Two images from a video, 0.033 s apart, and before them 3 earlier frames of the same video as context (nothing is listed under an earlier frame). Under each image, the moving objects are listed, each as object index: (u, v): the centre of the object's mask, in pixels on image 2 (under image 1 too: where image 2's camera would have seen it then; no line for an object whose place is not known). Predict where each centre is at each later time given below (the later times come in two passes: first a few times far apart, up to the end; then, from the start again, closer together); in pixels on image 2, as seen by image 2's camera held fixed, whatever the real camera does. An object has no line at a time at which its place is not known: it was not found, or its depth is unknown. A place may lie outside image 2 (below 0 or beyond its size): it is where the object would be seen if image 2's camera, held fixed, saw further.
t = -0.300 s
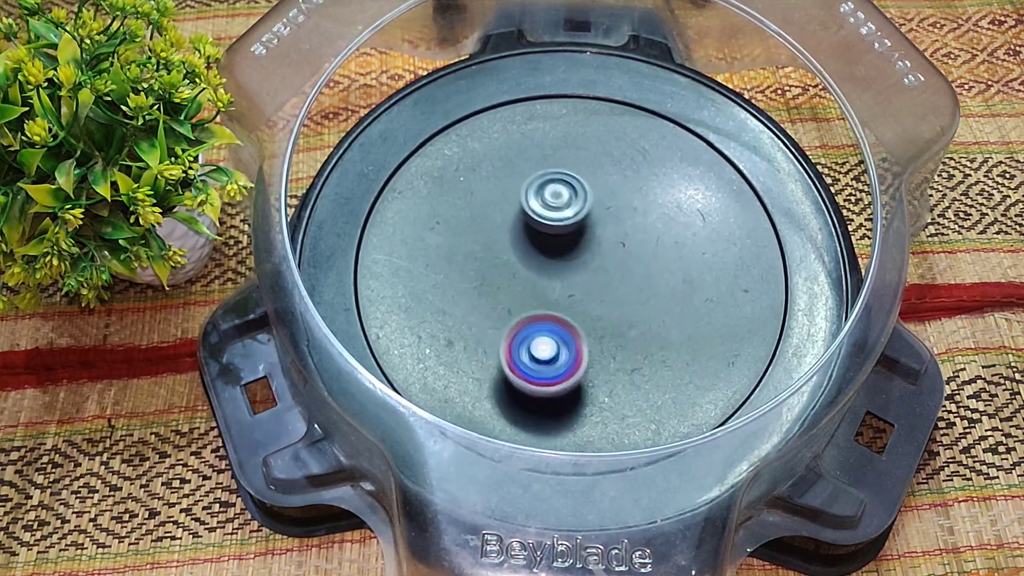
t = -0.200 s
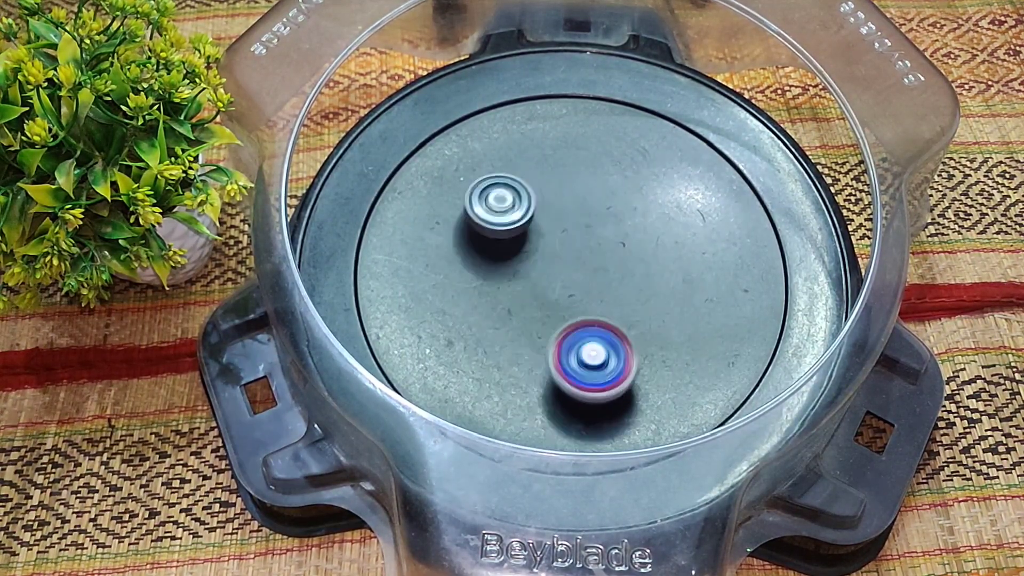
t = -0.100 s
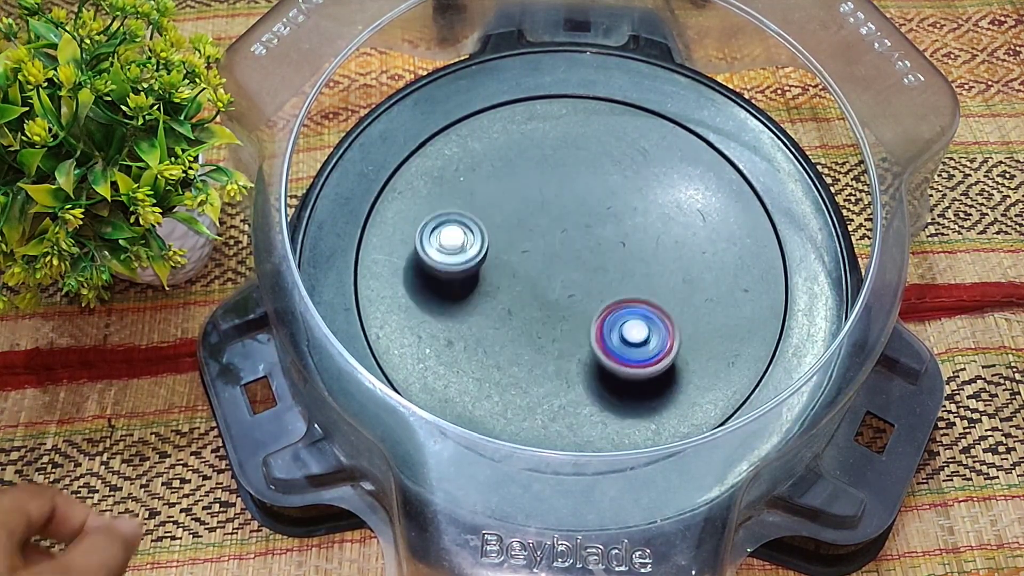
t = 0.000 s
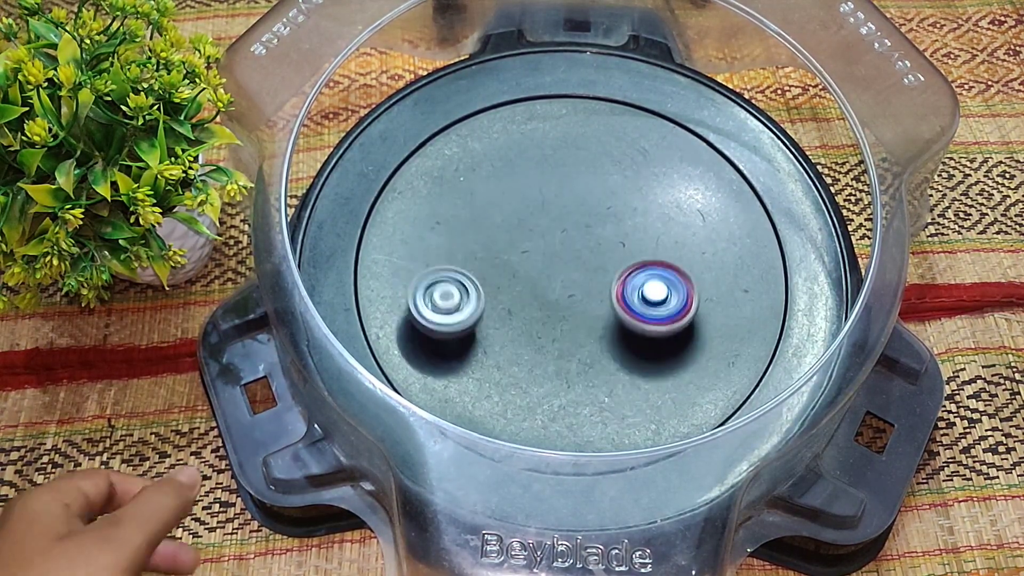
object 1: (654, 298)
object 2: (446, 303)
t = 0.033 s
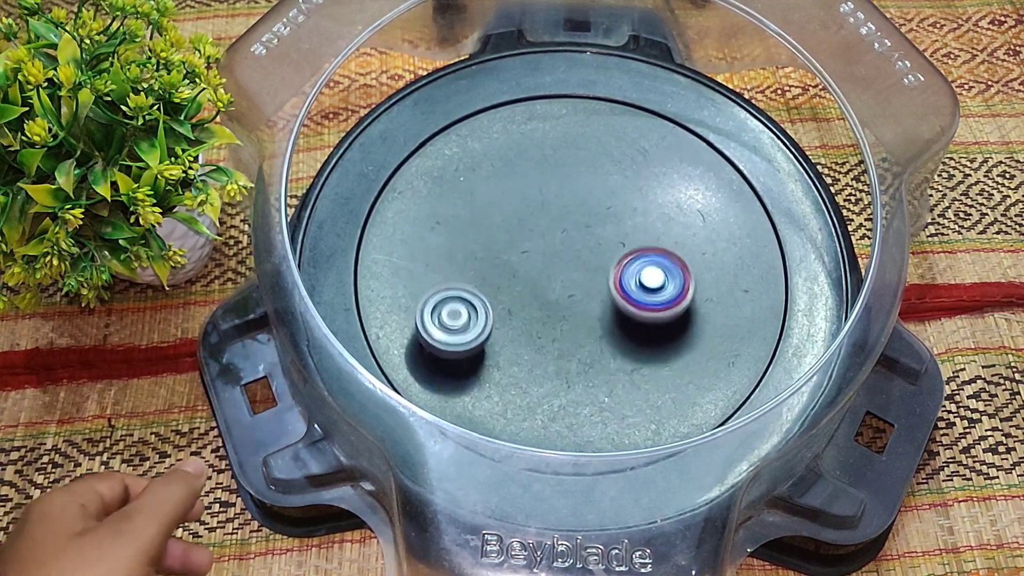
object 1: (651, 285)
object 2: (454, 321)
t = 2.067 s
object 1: (596, 246)
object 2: (563, 353)
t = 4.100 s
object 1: (655, 398)
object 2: (534, 348)
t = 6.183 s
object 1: (721, 249)
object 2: (566, 278)
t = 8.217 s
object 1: (608, 218)
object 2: (535, 357)
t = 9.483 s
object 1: (625, 303)
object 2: (579, 234)
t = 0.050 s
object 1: (648, 278)
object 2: (459, 330)
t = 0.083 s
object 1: (640, 264)
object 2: (474, 344)
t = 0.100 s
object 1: (635, 257)
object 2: (483, 351)
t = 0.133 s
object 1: (621, 244)
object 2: (504, 362)
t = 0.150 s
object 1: (614, 240)
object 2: (516, 365)
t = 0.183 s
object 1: (597, 232)
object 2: (540, 367)
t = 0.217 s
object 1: (581, 227)
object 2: (565, 363)
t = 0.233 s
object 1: (573, 226)
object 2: (577, 359)
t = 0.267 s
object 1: (557, 228)
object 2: (596, 348)
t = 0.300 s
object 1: (541, 232)
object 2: (612, 329)
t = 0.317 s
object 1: (532, 235)
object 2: (618, 320)
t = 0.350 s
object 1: (515, 242)
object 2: (625, 301)
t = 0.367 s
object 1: (508, 246)
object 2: (626, 291)
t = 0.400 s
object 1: (496, 257)
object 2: (627, 270)
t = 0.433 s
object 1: (488, 269)
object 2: (622, 250)
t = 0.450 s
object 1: (485, 276)
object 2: (619, 240)
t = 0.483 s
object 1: (480, 290)
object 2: (608, 224)
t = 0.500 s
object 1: (480, 297)
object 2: (602, 217)
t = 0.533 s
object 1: (482, 312)
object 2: (591, 205)
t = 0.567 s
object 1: (488, 326)
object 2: (577, 197)
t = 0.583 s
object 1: (493, 333)
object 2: (569, 195)
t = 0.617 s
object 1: (504, 345)
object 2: (553, 190)
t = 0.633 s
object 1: (510, 350)
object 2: (546, 189)
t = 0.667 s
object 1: (524, 358)
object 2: (531, 189)
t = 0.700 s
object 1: (539, 362)
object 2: (514, 192)
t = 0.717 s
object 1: (547, 364)
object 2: (505, 194)
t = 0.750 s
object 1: (564, 363)
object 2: (489, 200)
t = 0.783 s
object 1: (580, 360)
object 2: (474, 210)
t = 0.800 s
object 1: (587, 356)
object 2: (467, 215)
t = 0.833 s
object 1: (600, 349)
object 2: (455, 229)
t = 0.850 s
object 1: (605, 344)
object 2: (451, 236)
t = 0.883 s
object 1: (614, 333)
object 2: (446, 254)
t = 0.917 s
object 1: (619, 320)
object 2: (444, 273)
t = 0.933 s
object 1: (621, 313)
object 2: (446, 283)
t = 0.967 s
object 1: (623, 299)
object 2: (454, 302)
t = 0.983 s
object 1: (622, 293)
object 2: (460, 312)
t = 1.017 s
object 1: (618, 279)
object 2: (478, 331)
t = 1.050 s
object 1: (612, 267)
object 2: (500, 344)
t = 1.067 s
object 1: (607, 262)
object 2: (512, 348)
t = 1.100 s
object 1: (598, 251)
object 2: (539, 353)
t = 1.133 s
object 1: (588, 244)
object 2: (564, 352)
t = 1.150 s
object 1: (583, 241)
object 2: (577, 350)
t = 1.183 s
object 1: (571, 237)
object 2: (599, 342)
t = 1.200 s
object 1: (564, 236)
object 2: (610, 336)
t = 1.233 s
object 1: (551, 233)
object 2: (630, 324)
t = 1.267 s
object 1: (537, 233)
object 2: (643, 310)
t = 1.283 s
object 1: (530, 234)
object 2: (649, 301)
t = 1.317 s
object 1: (518, 237)
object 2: (656, 284)
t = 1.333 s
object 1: (513, 240)
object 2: (659, 274)
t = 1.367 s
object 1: (505, 246)
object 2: (661, 255)
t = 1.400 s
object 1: (497, 254)
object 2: (657, 236)
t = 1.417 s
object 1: (493, 259)
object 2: (654, 225)
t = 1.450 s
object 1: (486, 270)
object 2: (643, 205)
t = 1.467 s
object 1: (483, 276)
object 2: (637, 196)
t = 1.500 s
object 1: (482, 287)
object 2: (623, 181)
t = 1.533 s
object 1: (483, 298)
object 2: (606, 169)
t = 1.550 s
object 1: (486, 303)
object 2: (596, 164)
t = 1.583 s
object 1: (492, 311)
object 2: (576, 159)
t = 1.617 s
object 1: (502, 320)
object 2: (556, 157)
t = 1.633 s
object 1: (507, 323)
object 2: (545, 158)
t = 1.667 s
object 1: (519, 330)
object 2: (525, 163)
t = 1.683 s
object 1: (526, 333)
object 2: (514, 168)
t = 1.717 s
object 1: (540, 336)
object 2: (496, 179)
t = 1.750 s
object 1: (553, 335)
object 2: (483, 192)
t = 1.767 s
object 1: (560, 334)
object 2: (477, 200)
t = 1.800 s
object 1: (572, 329)
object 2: (467, 220)
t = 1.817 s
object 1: (577, 326)
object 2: (465, 230)
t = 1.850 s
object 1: (588, 317)
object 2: (464, 251)
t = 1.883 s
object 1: (597, 306)
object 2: (468, 273)
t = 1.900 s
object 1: (600, 300)
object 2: (472, 283)
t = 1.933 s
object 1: (605, 288)
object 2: (483, 303)
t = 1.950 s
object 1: (606, 282)
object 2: (489, 313)
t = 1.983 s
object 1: (606, 271)
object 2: (507, 328)
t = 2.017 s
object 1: (604, 260)
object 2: (528, 341)
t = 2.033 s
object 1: (601, 255)
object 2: (539, 347)
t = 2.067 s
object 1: (596, 246)
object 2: (563, 353)
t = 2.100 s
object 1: (589, 238)
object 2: (585, 355)
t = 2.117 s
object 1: (586, 235)
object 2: (596, 355)
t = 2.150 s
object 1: (577, 230)
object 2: (618, 350)
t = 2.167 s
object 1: (573, 228)
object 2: (628, 347)
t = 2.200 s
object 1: (564, 225)
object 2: (647, 338)
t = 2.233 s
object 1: (555, 223)
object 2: (663, 325)
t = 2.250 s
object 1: (550, 223)
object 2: (670, 318)
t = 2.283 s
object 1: (542, 223)
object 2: (681, 300)
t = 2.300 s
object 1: (537, 224)
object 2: (687, 290)
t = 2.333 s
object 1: (529, 227)
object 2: (693, 271)
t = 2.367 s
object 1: (522, 231)
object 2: (693, 252)
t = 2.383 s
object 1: (519, 234)
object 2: (691, 241)
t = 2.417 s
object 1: (513, 238)
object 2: (681, 223)
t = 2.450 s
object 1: (508, 244)
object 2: (668, 207)
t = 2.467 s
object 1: (507, 247)
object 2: (660, 199)
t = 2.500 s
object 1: (505, 254)
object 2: (641, 186)
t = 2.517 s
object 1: (505, 257)
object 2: (631, 181)
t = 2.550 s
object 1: (506, 266)
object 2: (609, 175)
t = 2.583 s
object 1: (507, 276)
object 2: (585, 175)
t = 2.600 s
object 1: (507, 281)
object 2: (573, 177)
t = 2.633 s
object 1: (511, 290)
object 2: (550, 186)
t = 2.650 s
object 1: (514, 294)
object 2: (540, 191)
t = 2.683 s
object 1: (522, 302)
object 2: (521, 205)
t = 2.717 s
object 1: (532, 308)
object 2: (504, 224)
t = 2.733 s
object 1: (537, 309)
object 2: (498, 234)
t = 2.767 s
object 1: (550, 312)
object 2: (490, 254)
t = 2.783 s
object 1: (557, 313)
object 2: (488, 265)
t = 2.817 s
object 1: (571, 312)
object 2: (487, 287)
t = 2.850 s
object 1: (584, 308)
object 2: (490, 307)
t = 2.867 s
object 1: (590, 306)
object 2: (493, 316)
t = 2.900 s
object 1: (601, 298)
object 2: (501, 331)
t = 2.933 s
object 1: (609, 290)
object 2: (513, 345)
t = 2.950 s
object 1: (612, 286)
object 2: (520, 351)
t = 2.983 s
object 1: (615, 277)
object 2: (538, 362)
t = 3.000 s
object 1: (617, 273)
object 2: (547, 367)
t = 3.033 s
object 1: (617, 263)
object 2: (568, 374)
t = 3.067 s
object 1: (616, 255)
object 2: (589, 377)
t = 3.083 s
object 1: (615, 251)
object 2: (600, 377)
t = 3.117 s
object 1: (612, 244)
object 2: (622, 373)
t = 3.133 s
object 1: (610, 241)
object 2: (632, 370)
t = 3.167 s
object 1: (606, 236)
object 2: (655, 362)
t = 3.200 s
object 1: (601, 232)
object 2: (675, 351)
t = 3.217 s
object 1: (598, 230)
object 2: (683, 343)
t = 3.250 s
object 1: (592, 227)
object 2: (696, 327)
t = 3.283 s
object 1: (586, 226)
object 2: (703, 308)
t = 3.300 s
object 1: (583, 226)
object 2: (703, 297)
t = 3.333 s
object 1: (577, 226)
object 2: (699, 276)
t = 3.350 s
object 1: (574, 226)
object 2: (695, 266)
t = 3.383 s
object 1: (568, 227)
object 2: (682, 248)
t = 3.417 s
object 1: (563, 228)
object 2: (665, 233)
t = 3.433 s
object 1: (560, 229)
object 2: (654, 227)
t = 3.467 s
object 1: (554, 232)
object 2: (631, 216)
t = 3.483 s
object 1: (535, 235)
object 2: (636, 208)
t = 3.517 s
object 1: (498, 245)
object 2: (645, 195)
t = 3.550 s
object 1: (468, 255)
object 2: (647, 185)
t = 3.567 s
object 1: (457, 261)
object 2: (645, 181)
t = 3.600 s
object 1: (437, 273)
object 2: (638, 177)
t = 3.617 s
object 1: (430, 280)
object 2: (632, 176)
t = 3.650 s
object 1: (422, 295)
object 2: (620, 178)
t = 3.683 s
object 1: (421, 312)
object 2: (604, 182)
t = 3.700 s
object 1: (421, 321)
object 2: (594, 184)
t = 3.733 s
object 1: (426, 340)
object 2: (575, 192)
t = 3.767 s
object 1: (436, 359)
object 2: (556, 202)
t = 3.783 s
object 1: (441, 368)
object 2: (548, 208)
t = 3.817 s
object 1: (457, 382)
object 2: (532, 223)
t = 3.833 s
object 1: (466, 388)
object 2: (527, 232)
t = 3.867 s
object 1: (485, 398)
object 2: (518, 249)
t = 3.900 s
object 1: (507, 406)
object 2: (513, 268)
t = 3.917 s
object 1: (517, 409)
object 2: (512, 277)
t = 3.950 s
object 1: (540, 413)
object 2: (512, 294)
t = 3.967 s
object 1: (552, 413)
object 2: (513, 304)
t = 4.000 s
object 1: (575, 412)
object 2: (517, 321)
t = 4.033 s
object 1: (597, 408)
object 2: (526, 336)
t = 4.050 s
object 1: (606, 404)
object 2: (532, 342)
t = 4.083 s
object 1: (623, 392)
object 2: (544, 355)
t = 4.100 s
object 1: (655, 398)
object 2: (534, 348)
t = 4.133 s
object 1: (755, 413)
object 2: (479, 306)
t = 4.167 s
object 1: (807, 383)
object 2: (432, 263)
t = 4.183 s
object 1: (814, 360)
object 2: (411, 244)
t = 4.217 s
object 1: (818, 320)
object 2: (375, 205)
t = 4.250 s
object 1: (820, 286)
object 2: (381, 176)
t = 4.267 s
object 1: (813, 261)
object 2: (384, 165)
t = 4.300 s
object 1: (797, 218)
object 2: (393, 150)
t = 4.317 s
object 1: (788, 198)
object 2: (399, 148)
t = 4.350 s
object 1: (767, 165)
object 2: (413, 143)
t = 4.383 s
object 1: (745, 137)
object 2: (432, 137)
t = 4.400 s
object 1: (734, 125)
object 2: (442, 139)
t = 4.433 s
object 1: (711, 106)
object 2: (463, 146)
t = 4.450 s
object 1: (700, 99)
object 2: (474, 150)
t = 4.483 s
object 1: (678, 86)
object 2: (498, 161)
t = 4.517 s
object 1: (658, 77)
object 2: (520, 174)
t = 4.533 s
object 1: (649, 74)
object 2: (530, 182)
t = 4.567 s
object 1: (629, 67)
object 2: (549, 199)
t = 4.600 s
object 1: (609, 61)
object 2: (566, 216)
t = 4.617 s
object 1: (599, 59)
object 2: (574, 227)
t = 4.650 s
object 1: (580, 55)
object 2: (586, 245)
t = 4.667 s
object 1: (570, 54)
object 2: (592, 256)
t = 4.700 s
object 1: (551, 53)
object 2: (601, 274)
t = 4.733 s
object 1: (533, 52)
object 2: (607, 287)
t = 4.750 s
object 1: (523, 53)
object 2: (609, 294)
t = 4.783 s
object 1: (506, 56)
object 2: (610, 304)
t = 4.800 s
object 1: (498, 59)
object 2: (610, 307)
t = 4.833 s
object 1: (480, 65)
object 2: (607, 312)
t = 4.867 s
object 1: (463, 70)
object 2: (603, 312)
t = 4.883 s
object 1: (455, 73)
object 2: (600, 311)
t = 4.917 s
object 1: (439, 81)
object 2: (596, 305)
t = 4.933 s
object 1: (431, 85)
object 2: (593, 301)
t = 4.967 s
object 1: (416, 94)
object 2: (589, 291)
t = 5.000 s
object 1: (401, 104)
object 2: (583, 282)
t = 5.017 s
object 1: (395, 110)
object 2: (581, 278)
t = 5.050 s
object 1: (382, 122)
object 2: (576, 275)
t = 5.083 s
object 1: (370, 135)
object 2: (567, 274)
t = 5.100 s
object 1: (365, 141)
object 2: (562, 272)
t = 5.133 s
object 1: (357, 156)
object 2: (551, 270)
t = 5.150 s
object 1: (353, 164)
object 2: (547, 270)
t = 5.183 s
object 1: (346, 181)
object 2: (540, 270)
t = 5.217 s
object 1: (341, 198)
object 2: (537, 271)
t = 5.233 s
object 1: (339, 207)
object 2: (536, 271)
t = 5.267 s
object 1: (337, 224)
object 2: (535, 271)
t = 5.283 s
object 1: (337, 234)
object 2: (535, 271)
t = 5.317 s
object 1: (340, 252)
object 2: (535, 272)
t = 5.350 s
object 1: (345, 270)
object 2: (536, 274)
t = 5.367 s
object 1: (348, 279)
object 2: (536, 275)
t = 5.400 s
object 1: (356, 297)
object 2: (538, 278)
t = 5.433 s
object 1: (370, 318)
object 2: (538, 282)
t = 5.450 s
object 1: (379, 331)
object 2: (539, 283)
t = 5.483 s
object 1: (400, 351)
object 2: (541, 287)
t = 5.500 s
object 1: (412, 360)
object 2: (542, 288)
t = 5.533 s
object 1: (435, 376)
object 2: (544, 290)
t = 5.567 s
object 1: (458, 388)
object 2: (547, 292)
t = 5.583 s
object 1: (470, 393)
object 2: (548, 292)
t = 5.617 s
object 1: (492, 401)
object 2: (551, 293)
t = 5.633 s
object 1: (504, 403)
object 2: (552, 293)
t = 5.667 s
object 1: (527, 407)
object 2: (555, 293)
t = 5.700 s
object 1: (551, 409)
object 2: (558, 292)
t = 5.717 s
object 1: (562, 408)
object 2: (559, 291)
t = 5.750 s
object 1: (585, 406)
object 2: (561, 290)
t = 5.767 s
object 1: (596, 403)
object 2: (561, 290)
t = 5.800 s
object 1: (617, 397)
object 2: (562, 289)
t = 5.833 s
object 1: (636, 390)
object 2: (563, 289)
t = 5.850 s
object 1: (646, 385)
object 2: (563, 289)
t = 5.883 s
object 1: (663, 375)
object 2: (563, 290)
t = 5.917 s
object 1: (678, 363)
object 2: (564, 290)
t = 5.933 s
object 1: (685, 357)
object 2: (565, 290)
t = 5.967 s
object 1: (696, 344)
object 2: (567, 289)
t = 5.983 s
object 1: (702, 337)
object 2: (568, 289)
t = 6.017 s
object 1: (711, 323)
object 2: (569, 287)
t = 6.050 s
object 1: (718, 309)
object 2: (569, 284)
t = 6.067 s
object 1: (721, 301)
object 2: (570, 283)
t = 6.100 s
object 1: (724, 286)
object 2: (569, 281)
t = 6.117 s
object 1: (725, 278)
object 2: (569, 280)
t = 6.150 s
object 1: (724, 263)
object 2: (568, 279)
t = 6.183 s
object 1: (721, 249)
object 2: (566, 278)
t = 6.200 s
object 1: (719, 242)
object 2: (566, 278)
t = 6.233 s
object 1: (712, 228)
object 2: (565, 277)
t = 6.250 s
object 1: (708, 222)
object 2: (565, 277)
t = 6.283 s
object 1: (699, 211)
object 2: (566, 277)
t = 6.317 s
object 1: (688, 201)
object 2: (566, 278)
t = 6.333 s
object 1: (682, 196)
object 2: (566, 278)
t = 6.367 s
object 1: (670, 188)
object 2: (566, 278)
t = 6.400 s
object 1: (656, 181)
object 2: (566, 278)
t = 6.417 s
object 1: (648, 178)
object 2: (566, 278)
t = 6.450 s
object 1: (632, 175)
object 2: (565, 278)
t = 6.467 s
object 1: (625, 174)
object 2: (565, 278)
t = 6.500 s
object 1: (609, 172)
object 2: (565, 278)
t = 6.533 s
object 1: (593, 174)
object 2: (564, 279)
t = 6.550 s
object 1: (585, 176)
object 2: (564, 279)
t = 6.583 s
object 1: (569, 181)
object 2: (564, 280)
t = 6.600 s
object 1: (562, 184)
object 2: (564, 281)
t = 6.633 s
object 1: (548, 192)
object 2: (565, 282)
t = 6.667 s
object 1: (536, 201)
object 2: (565, 284)
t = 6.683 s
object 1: (530, 206)
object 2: (566, 285)
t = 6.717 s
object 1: (519, 217)
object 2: (567, 288)
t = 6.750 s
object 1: (510, 229)
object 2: (569, 289)
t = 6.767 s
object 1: (506, 236)
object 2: (570, 290)
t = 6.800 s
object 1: (501, 249)
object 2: (572, 290)
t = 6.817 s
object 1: (499, 256)
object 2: (574, 290)
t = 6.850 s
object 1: (496, 270)
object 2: (575, 290)
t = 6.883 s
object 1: (492, 284)
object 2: (579, 290)
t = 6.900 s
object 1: (480, 288)
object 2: (591, 291)
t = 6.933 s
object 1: (463, 297)
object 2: (612, 294)
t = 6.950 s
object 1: (457, 302)
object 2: (620, 295)
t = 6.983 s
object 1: (450, 313)
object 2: (633, 295)
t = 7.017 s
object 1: (450, 326)
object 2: (642, 290)
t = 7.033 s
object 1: (452, 333)
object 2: (646, 287)
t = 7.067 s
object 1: (456, 348)
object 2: (653, 278)
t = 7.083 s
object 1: (460, 355)
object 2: (654, 274)
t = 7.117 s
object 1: (469, 369)
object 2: (655, 264)
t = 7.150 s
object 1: (479, 381)
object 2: (653, 254)
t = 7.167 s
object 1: (484, 386)
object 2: (651, 249)
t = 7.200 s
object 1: (496, 396)
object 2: (643, 240)
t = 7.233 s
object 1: (510, 402)
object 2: (634, 235)
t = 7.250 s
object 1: (518, 405)
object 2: (629, 234)
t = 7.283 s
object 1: (532, 409)
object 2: (620, 232)
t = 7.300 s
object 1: (540, 410)
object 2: (616, 232)
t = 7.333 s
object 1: (555, 412)
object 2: (607, 232)
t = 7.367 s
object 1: (570, 411)
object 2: (599, 233)
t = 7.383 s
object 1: (577, 410)
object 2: (595, 234)
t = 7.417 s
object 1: (592, 406)
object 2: (586, 237)
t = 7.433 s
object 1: (599, 403)
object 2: (582, 239)
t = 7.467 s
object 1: (611, 395)
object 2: (576, 243)
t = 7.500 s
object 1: (622, 385)
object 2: (572, 248)
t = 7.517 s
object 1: (627, 379)
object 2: (571, 250)
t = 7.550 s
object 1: (634, 368)
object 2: (570, 254)
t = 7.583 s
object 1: (640, 356)
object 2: (571, 257)
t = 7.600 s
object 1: (641, 350)
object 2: (571, 258)
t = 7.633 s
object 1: (643, 338)
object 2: (572, 263)
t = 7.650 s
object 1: (643, 331)
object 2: (574, 265)
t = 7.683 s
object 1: (641, 319)
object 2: (576, 273)
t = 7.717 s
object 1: (663, 329)
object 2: (557, 261)
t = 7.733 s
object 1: (673, 333)
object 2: (547, 254)
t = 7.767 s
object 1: (688, 337)
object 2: (530, 244)
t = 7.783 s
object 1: (693, 337)
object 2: (522, 241)
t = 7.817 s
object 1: (699, 333)
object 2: (509, 239)
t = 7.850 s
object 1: (701, 324)
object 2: (498, 241)
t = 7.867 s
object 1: (701, 318)
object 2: (494, 243)
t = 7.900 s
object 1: (700, 305)
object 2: (485, 249)
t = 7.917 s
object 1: (699, 298)
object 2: (481, 255)
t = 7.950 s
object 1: (694, 285)
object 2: (474, 267)
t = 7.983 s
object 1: (687, 273)
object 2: (471, 282)
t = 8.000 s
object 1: (683, 267)
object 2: (470, 289)
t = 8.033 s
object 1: (675, 257)
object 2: (471, 303)
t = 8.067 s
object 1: (664, 247)
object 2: (475, 318)
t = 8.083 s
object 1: (659, 243)
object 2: (479, 325)
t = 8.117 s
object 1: (646, 234)
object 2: (489, 338)
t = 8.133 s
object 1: (641, 231)
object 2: (495, 343)
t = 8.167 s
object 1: (628, 225)
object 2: (510, 351)
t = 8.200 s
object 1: (614, 219)
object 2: (526, 356)
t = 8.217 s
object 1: (608, 218)
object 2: (535, 357)
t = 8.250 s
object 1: (594, 215)
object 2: (552, 356)
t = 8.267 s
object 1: (587, 214)
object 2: (561, 354)
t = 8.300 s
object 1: (574, 213)
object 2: (576, 345)
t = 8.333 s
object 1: (560, 214)
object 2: (587, 334)
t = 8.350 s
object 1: (554, 215)
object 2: (591, 328)
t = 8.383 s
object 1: (540, 218)
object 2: (598, 315)
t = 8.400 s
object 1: (534, 220)
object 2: (599, 307)
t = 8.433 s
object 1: (523, 225)
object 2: (598, 292)
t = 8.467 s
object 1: (513, 230)
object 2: (593, 278)
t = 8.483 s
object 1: (508, 234)
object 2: (589, 273)
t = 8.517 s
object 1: (499, 241)
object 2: (579, 263)
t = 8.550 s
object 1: (486, 249)
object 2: (573, 256)
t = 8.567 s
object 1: (477, 253)
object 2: (572, 253)
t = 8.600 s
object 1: (464, 262)
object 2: (568, 251)
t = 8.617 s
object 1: (461, 266)
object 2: (566, 251)
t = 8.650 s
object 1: (456, 276)
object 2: (561, 252)
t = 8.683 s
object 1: (453, 287)
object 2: (556, 254)
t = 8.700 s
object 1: (452, 292)
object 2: (554, 256)
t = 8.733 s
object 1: (452, 303)
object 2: (552, 259)
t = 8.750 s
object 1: (453, 309)
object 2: (551, 261)
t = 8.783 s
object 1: (456, 319)
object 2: (551, 262)
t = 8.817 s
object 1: (460, 328)
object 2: (549, 265)
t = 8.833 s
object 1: (463, 333)
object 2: (549, 266)
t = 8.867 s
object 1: (469, 342)
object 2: (548, 268)
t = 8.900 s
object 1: (478, 349)
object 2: (549, 270)
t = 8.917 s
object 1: (483, 352)
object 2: (549, 271)
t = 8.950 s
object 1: (493, 356)
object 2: (548, 274)
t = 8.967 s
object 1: (499, 359)
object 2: (549, 275)
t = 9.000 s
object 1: (510, 361)
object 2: (550, 278)
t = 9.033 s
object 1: (522, 362)
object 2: (552, 280)
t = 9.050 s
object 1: (528, 362)
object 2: (553, 282)
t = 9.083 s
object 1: (540, 360)
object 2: (555, 284)
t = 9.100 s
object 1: (545, 359)
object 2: (557, 285)
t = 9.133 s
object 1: (556, 359)
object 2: (562, 284)
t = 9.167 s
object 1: (565, 365)
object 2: (568, 273)
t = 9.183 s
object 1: (569, 365)
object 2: (571, 269)
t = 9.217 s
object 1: (579, 362)
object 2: (576, 261)
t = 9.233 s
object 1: (583, 360)
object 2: (579, 259)
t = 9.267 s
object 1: (592, 353)
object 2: (584, 253)
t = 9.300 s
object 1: (601, 346)
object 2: (586, 250)
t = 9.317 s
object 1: (604, 342)
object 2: (587, 249)
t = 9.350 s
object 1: (611, 333)
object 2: (588, 247)
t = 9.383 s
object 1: (616, 323)
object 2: (588, 246)
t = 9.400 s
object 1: (618, 319)
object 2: (587, 245)
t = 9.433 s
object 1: (620, 309)
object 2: (586, 244)
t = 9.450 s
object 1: (622, 307)
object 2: (584, 242)
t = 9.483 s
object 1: (625, 303)
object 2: (579, 234)
